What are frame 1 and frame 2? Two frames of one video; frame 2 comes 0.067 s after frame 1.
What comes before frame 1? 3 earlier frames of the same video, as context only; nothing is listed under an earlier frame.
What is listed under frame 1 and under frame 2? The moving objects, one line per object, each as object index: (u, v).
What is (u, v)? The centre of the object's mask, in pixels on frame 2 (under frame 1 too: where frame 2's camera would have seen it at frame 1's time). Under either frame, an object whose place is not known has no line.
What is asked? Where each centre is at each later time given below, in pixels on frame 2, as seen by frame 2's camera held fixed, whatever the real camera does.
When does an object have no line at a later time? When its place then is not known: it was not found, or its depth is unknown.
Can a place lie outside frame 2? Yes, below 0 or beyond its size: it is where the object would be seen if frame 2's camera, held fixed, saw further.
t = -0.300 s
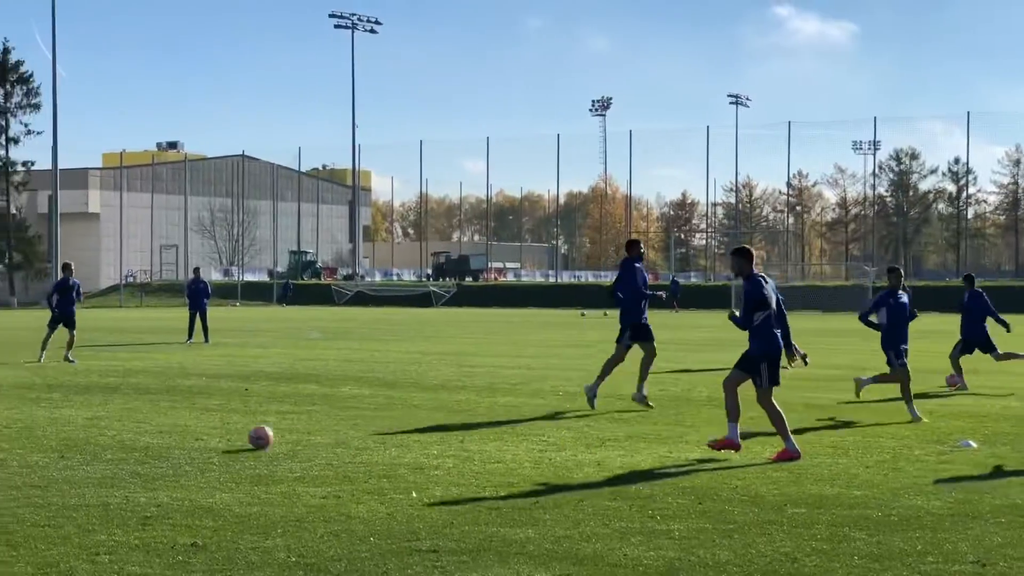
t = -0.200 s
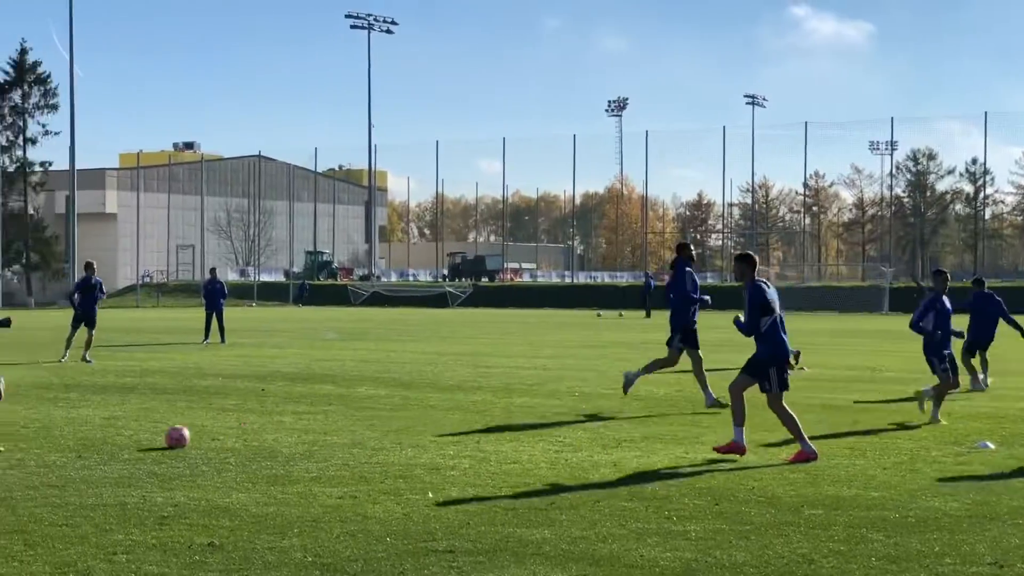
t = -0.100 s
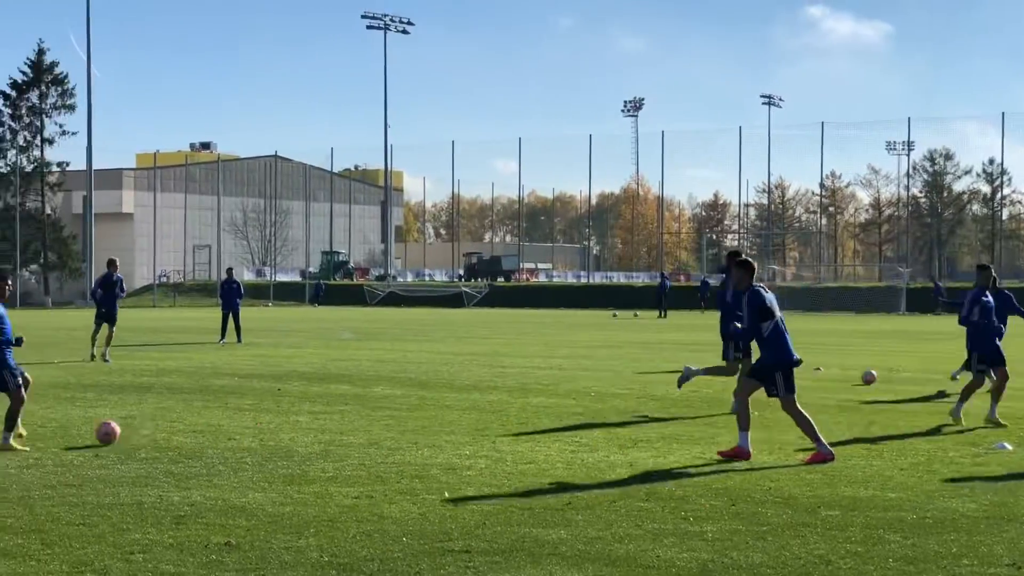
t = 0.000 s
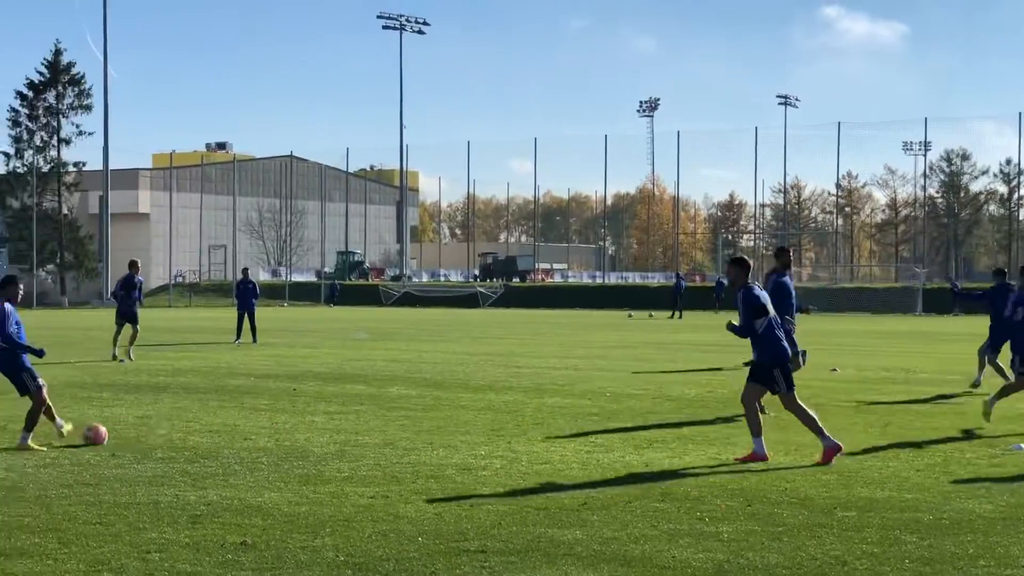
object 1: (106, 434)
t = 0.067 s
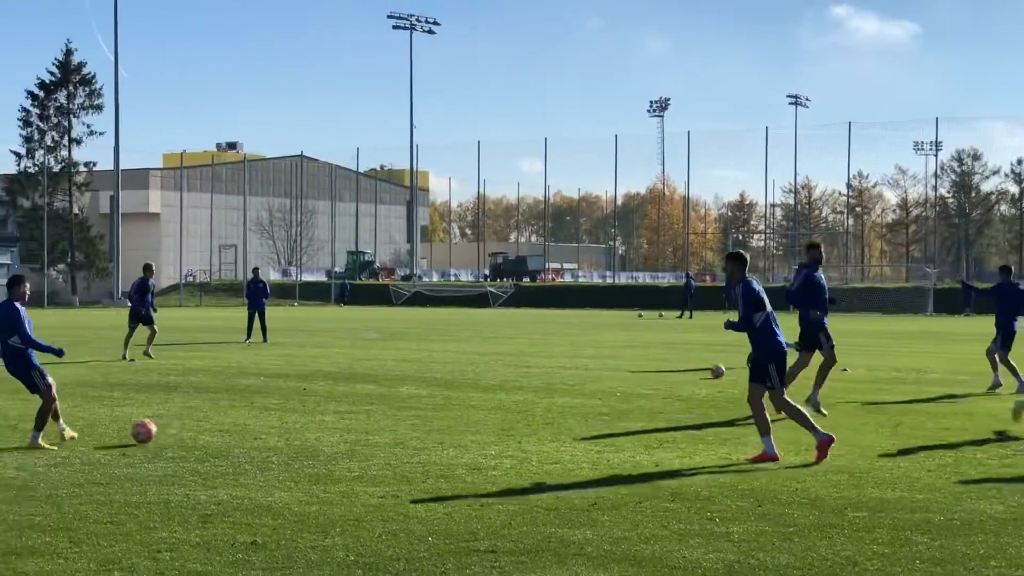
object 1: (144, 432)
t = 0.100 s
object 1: (163, 431)
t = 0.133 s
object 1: (182, 431)
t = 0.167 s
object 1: (200, 434)
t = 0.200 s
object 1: (218, 436)
